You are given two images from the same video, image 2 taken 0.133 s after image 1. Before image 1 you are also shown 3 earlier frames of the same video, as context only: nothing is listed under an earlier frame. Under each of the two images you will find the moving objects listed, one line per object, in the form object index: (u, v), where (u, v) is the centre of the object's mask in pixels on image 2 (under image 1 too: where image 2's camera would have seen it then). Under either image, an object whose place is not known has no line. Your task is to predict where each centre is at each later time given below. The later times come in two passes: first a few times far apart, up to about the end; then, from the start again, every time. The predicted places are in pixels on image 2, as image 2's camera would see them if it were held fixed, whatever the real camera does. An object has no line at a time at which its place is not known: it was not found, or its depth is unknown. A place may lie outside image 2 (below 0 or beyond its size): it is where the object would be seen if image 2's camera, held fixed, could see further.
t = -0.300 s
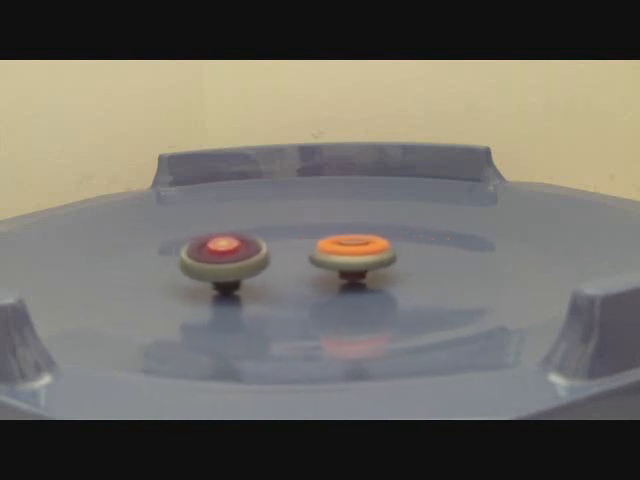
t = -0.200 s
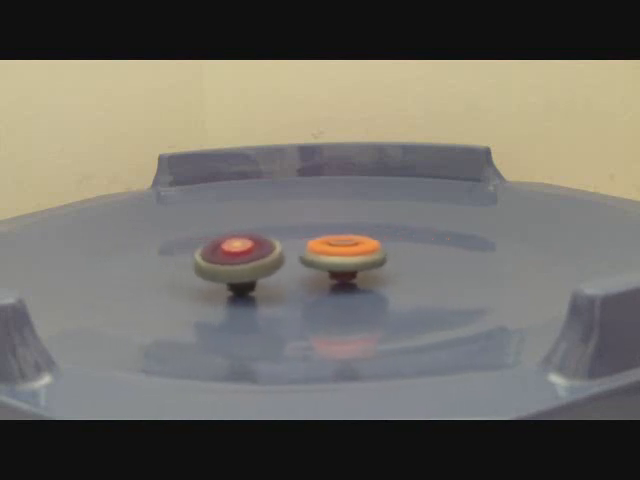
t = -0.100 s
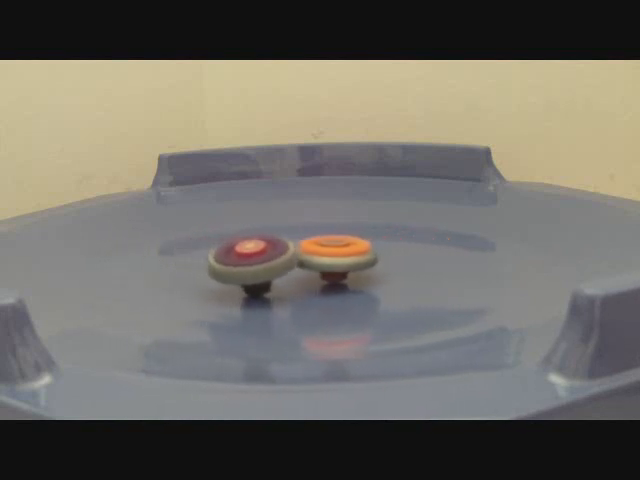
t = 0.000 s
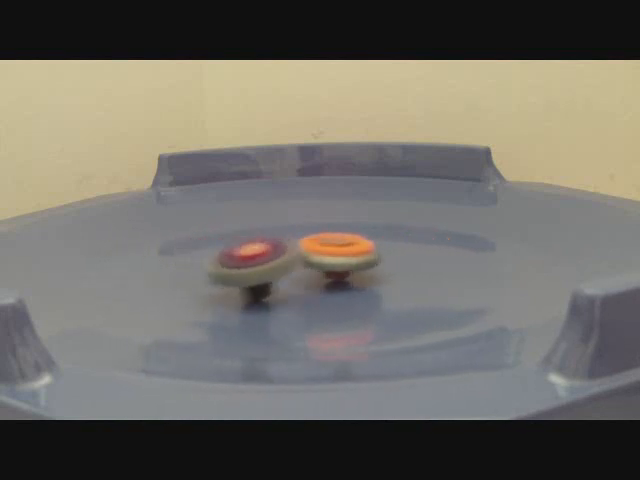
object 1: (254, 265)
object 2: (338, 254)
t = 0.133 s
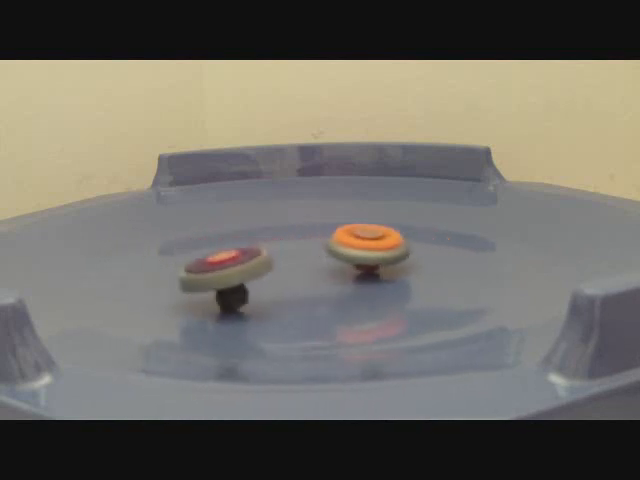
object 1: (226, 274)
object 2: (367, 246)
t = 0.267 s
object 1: (227, 278)
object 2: (368, 244)
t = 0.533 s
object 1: (219, 283)
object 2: (363, 243)
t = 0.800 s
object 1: (209, 282)
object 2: (358, 243)
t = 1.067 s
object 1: (209, 276)
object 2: (350, 247)
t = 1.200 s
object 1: (217, 272)
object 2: (343, 250)
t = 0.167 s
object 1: (227, 276)
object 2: (368, 245)
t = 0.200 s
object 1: (227, 276)
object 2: (369, 245)
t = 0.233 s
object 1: (227, 277)
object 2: (369, 244)
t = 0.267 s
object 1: (227, 278)
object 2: (368, 244)
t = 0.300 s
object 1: (226, 279)
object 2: (367, 244)
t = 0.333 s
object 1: (226, 280)
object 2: (367, 244)
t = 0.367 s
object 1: (225, 280)
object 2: (366, 244)
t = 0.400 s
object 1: (225, 281)
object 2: (366, 244)
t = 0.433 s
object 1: (224, 281)
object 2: (365, 244)
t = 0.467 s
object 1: (223, 282)
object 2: (364, 243)
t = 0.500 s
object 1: (221, 282)
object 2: (364, 243)
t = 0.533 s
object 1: (219, 283)
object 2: (363, 243)
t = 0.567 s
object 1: (218, 283)
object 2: (362, 243)
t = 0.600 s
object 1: (216, 283)
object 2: (362, 243)
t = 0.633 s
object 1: (215, 283)
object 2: (361, 243)
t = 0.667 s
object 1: (213, 283)
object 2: (360, 243)
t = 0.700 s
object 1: (212, 283)
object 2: (360, 243)
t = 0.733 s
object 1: (211, 283)
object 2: (359, 243)
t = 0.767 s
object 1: (210, 282)
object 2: (359, 243)
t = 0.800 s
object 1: (209, 282)
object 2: (358, 243)
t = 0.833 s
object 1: (208, 281)
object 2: (357, 243)
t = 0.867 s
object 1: (207, 280)
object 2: (357, 244)
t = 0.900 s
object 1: (207, 280)
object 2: (356, 244)
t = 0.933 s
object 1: (207, 280)
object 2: (355, 245)
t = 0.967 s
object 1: (206, 279)
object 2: (354, 246)
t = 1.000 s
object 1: (207, 278)
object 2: (353, 246)
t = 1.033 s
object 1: (208, 277)
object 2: (351, 246)
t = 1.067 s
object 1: (209, 276)
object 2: (350, 247)
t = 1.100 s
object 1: (211, 275)
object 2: (348, 248)
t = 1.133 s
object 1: (212, 274)
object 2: (347, 249)
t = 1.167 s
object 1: (215, 273)
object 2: (345, 249)
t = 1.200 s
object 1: (217, 272)
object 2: (343, 250)
